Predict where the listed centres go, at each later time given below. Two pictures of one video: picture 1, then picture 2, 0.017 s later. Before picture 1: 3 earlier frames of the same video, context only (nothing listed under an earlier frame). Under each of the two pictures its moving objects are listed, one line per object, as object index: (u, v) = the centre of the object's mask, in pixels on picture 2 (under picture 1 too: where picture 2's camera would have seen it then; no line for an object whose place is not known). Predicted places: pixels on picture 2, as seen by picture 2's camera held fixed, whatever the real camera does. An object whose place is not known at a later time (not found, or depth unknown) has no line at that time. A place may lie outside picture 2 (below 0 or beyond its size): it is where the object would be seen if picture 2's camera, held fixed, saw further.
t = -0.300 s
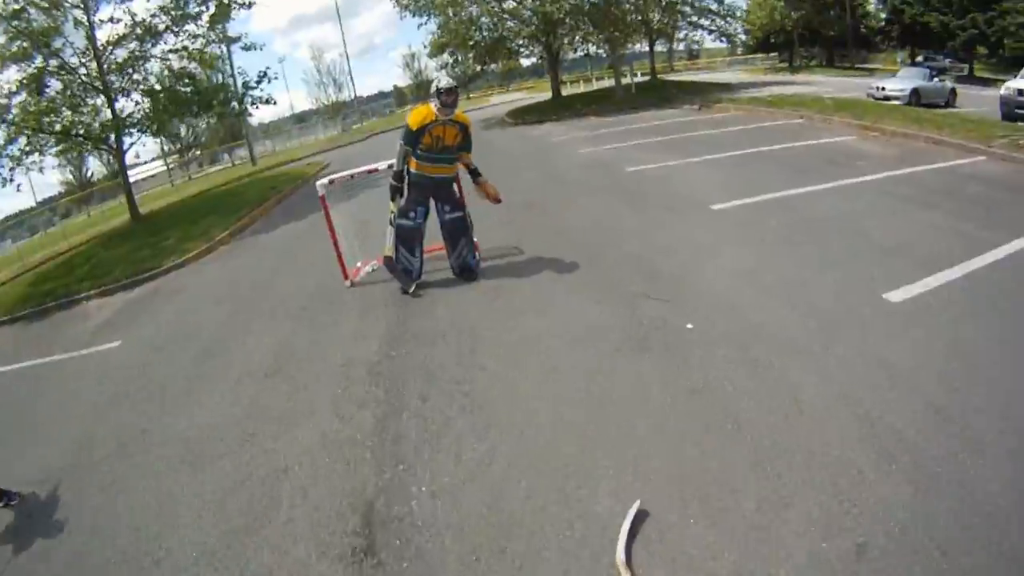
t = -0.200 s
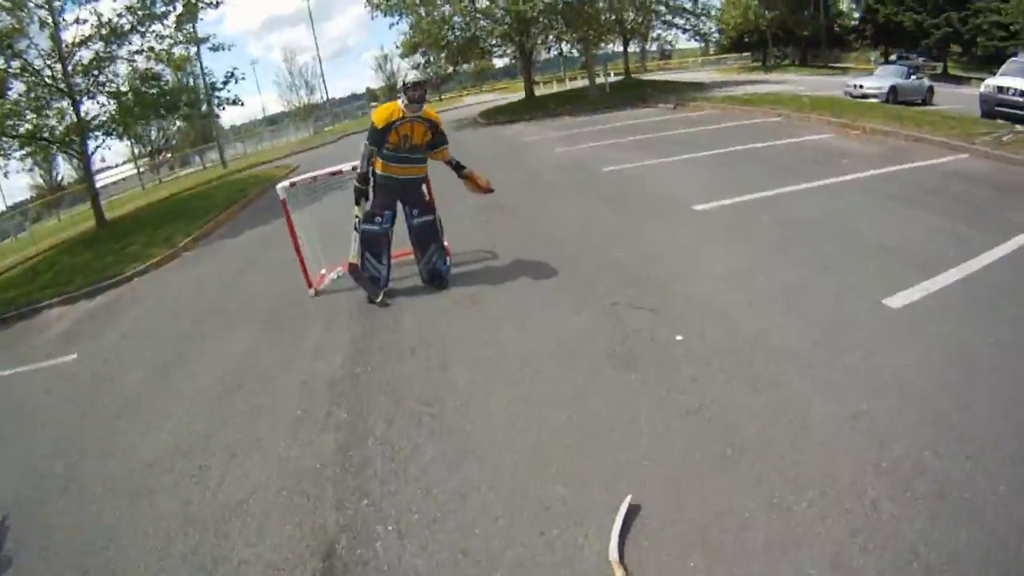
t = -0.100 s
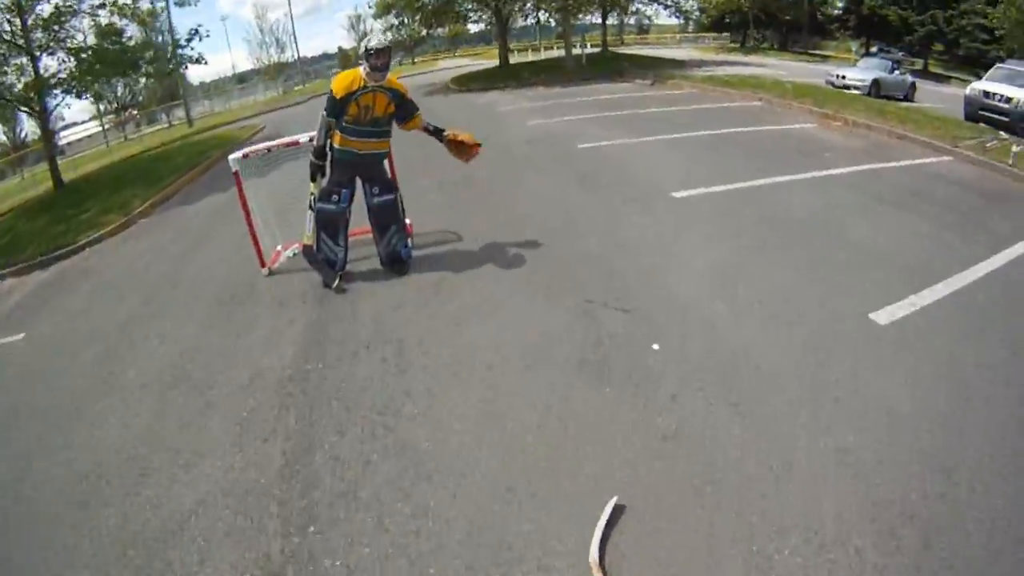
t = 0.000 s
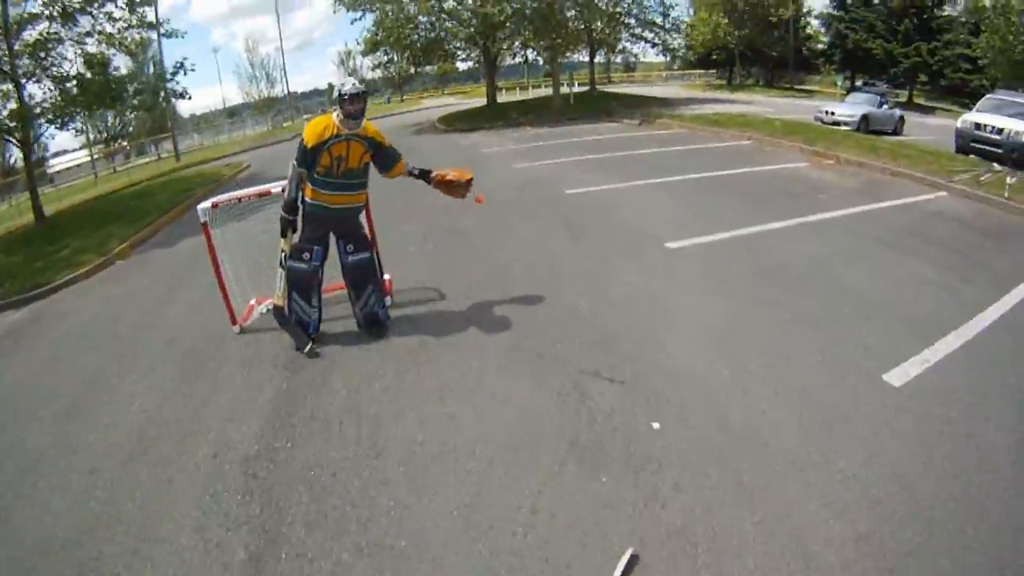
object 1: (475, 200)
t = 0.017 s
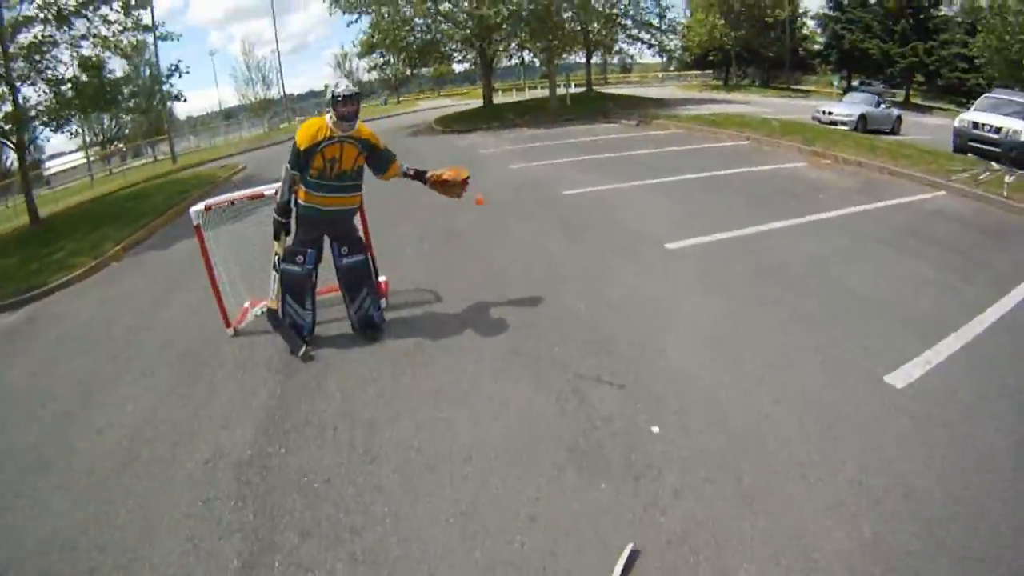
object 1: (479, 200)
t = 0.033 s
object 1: (482, 201)
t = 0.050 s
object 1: (486, 203)
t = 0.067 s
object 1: (489, 205)
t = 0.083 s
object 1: (492, 206)
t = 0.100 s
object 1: (496, 206)
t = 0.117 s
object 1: (501, 209)
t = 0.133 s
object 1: (505, 213)
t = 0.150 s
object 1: (508, 216)
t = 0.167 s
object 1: (512, 221)
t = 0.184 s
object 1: (515, 225)
